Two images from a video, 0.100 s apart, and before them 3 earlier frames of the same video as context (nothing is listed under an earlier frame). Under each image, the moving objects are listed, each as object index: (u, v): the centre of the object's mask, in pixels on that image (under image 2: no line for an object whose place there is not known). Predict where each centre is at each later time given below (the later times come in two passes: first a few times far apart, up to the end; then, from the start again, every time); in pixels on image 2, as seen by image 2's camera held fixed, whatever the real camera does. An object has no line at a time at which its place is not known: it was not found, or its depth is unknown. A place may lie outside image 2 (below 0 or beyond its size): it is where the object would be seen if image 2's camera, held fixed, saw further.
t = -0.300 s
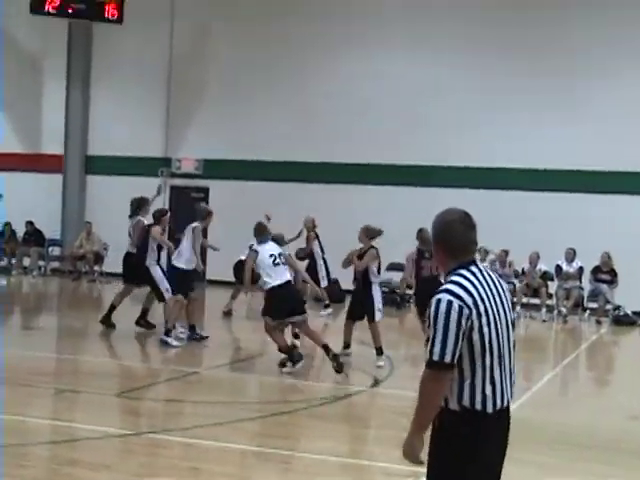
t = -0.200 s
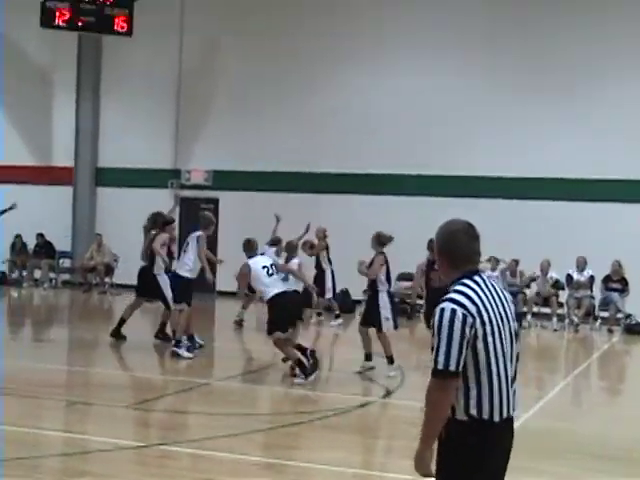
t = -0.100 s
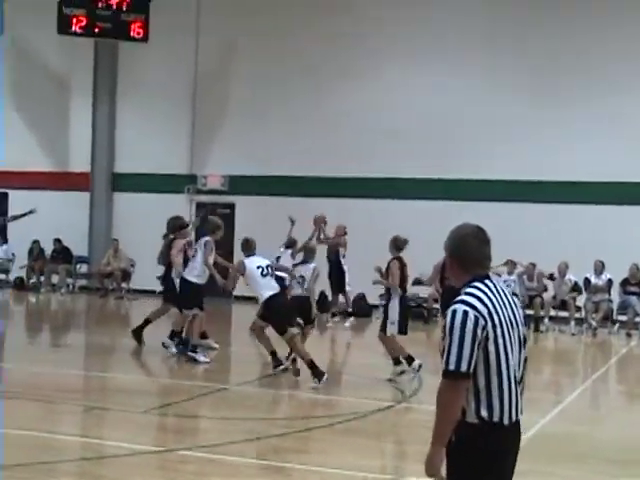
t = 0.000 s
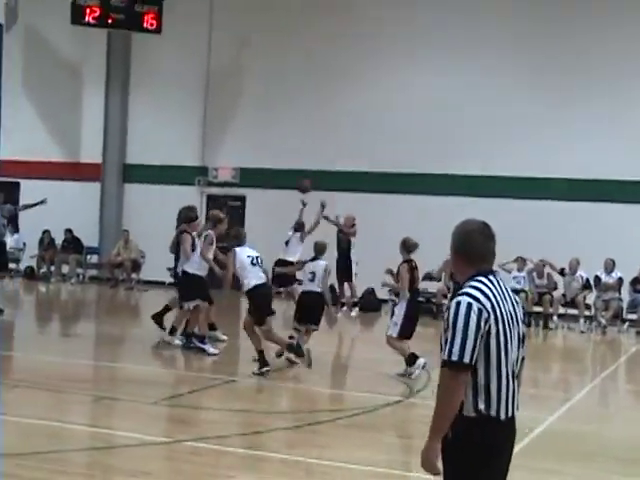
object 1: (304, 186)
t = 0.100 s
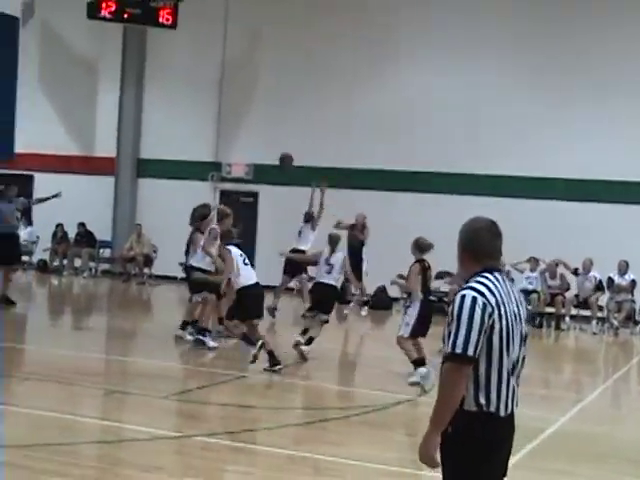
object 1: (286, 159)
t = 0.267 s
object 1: (228, 131)
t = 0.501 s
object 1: (132, 115)
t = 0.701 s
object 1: (33, 131)
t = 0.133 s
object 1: (275, 153)
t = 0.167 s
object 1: (263, 147)
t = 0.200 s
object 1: (252, 140)
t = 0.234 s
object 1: (240, 135)
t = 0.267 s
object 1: (228, 131)
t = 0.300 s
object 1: (215, 126)
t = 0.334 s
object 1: (203, 123)
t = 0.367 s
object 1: (190, 119)
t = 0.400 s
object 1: (176, 117)
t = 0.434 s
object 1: (162, 115)
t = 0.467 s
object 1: (148, 115)
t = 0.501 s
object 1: (132, 115)
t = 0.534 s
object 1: (118, 115)
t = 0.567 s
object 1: (101, 117)
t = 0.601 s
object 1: (85, 119)
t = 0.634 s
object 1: (68, 122)
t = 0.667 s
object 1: (51, 126)
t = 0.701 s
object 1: (33, 131)
